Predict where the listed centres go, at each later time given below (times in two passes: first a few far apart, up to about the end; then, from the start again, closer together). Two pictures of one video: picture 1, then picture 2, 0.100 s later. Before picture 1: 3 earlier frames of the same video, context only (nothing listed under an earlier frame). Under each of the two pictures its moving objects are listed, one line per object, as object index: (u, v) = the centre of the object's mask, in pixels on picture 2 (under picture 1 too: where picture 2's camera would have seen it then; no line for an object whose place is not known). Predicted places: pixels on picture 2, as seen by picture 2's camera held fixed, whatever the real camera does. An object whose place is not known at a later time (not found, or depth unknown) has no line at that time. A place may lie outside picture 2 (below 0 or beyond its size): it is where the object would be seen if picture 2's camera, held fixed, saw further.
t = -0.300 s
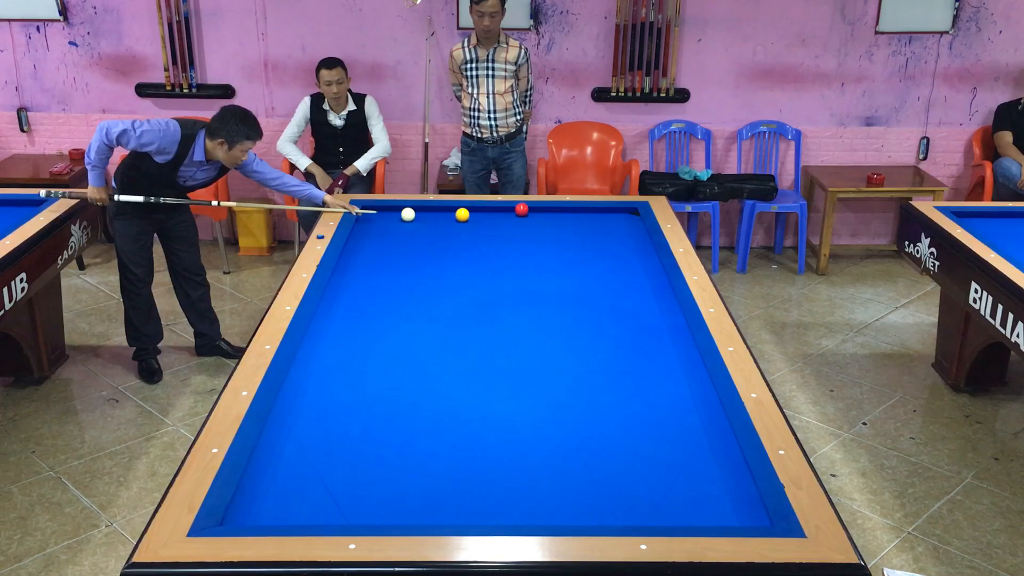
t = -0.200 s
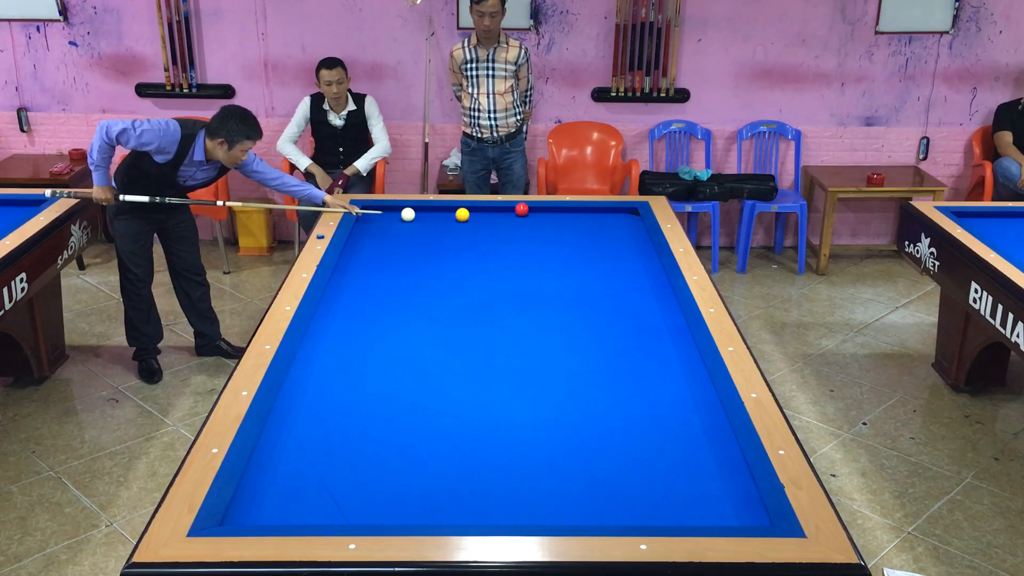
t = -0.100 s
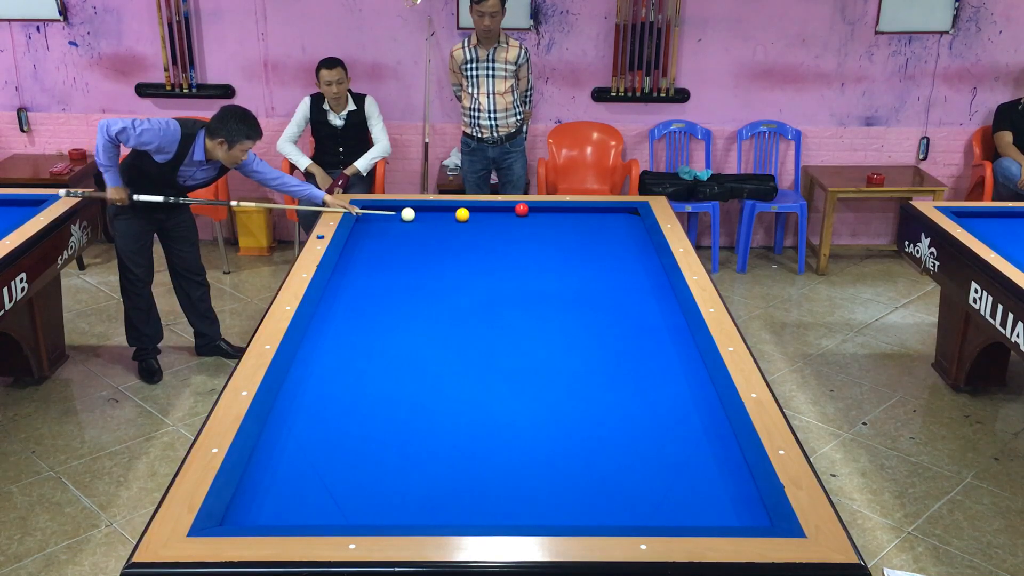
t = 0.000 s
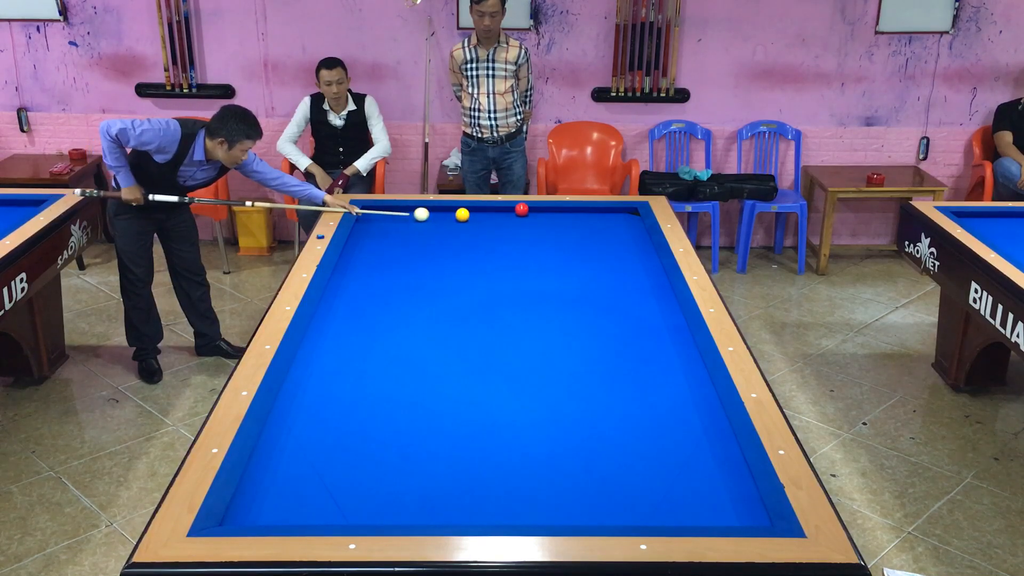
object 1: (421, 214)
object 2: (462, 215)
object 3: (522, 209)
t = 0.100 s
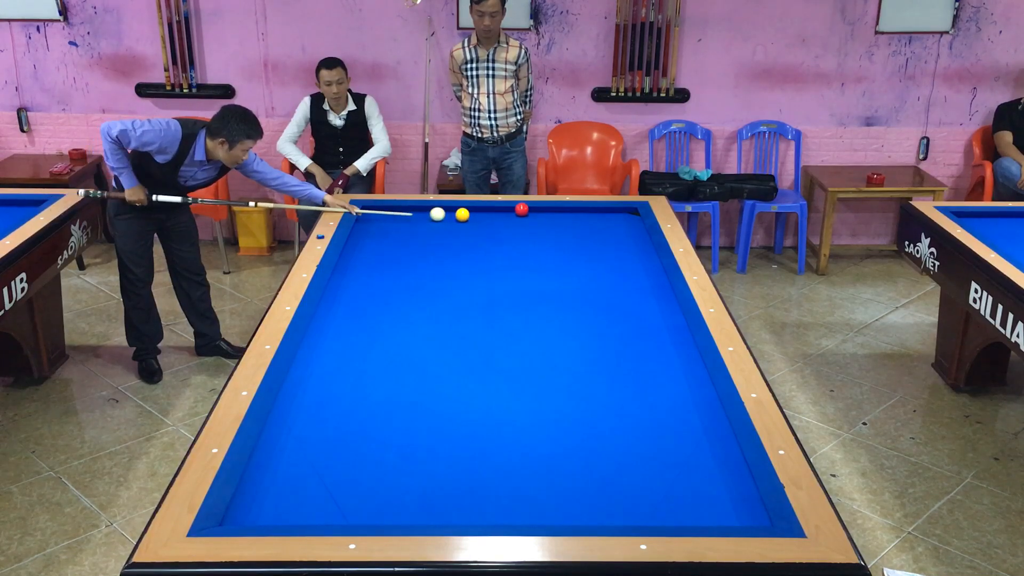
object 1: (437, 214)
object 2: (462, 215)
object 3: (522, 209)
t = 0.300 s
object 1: (452, 213)
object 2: (478, 215)
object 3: (522, 209)
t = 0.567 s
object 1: (463, 212)
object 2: (505, 216)
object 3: (522, 209)
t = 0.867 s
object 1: (475, 211)
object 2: (534, 217)
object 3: (522, 209)
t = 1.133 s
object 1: (485, 210)
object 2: (559, 218)
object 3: (522, 209)
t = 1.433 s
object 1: (494, 209)
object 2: (586, 218)
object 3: (522, 209)
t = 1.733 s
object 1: (504, 209)
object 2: (613, 219)
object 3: (522, 209)
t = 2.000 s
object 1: (509, 209)
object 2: (635, 220)
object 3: (524, 209)
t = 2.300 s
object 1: (510, 210)
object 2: (622, 220)
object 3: (529, 209)
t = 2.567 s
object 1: (511, 210)
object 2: (611, 221)
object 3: (533, 209)
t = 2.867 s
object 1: (511, 210)
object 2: (599, 221)
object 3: (537, 209)
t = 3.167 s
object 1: (511, 210)
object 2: (589, 221)
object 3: (539, 209)
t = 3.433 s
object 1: (511, 210)
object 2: (580, 221)
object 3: (541, 209)
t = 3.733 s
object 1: (511, 210)
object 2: (571, 221)
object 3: (541, 209)
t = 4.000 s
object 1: (511, 210)
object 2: (564, 221)
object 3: (541, 209)
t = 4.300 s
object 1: (511, 210)
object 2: (556, 222)
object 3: (541, 209)
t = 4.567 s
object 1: (511, 210)
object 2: (551, 222)
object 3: (541, 209)
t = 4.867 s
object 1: (511, 210)
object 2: (546, 222)
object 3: (541, 209)
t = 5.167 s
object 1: (511, 210)
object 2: (542, 222)
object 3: (541, 209)
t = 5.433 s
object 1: (511, 210)
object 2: (539, 222)
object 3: (541, 209)
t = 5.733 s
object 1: (511, 210)
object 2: (536, 222)
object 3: (541, 209)
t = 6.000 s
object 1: (511, 210)
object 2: (535, 222)
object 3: (541, 209)
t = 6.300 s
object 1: (511, 210)
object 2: (535, 222)
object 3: (541, 209)
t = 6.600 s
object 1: (511, 210)
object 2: (535, 222)
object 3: (541, 209)
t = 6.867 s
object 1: (511, 210)
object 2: (535, 221)
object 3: (541, 209)
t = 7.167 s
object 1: (511, 210)
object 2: (535, 221)
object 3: (541, 209)
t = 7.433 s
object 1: (511, 210)
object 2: (535, 222)
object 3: (541, 209)
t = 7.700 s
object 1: (511, 210)
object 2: (535, 221)
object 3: (541, 209)
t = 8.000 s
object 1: (511, 210)
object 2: (535, 222)
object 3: (541, 209)
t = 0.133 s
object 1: (443, 214)
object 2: (462, 215)
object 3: (522, 209)
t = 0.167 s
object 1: (448, 214)
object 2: (462, 215)
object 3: (522, 209)
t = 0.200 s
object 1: (449, 214)
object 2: (466, 215)
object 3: (522, 209)
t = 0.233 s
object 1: (450, 214)
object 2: (471, 215)
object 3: (522, 209)
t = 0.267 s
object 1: (451, 213)
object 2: (475, 215)
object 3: (522, 209)
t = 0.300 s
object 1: (452, 213)
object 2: (478, 215)
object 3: (522, 209)
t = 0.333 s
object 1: (454, 213)
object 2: (481, 215)
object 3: (522, 209)
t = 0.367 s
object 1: (455, 213)
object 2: (485, 215)
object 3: (522, 209)
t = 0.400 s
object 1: (457, 213)
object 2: (488, 215)
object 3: (522, 209)
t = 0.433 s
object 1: (458, 213)
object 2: (492, 215)
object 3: (522, 209)
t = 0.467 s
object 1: (459, 213)
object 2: (495, 216)
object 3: (522, 209)
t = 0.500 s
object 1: (461, 212)
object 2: (498, 216)
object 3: (522, 209)
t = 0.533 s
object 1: (462, 212)
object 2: (502, 216)
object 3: (522, 209)
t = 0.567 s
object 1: (463, 212)
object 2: (505, 216)
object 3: (522, 209)
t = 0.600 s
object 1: (465, 212)
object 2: (508, 216)
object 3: (522, 209)
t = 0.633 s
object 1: (466, 212)
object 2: (511, 216)
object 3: (522, 209)
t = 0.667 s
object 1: (468, 212)
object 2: (515, 216)
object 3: (523, 208)
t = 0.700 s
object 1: (469, 212)
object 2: (518, 216)
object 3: (523, 208)
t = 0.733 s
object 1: (470, 212)
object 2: (521, 216)
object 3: (522, 207)
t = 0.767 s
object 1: (471, 211)
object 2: (524, 217)
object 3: (521, 207)
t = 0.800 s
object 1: (473, 211)
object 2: (528, 217)
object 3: (521, 208)
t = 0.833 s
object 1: (474, 211)
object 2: (531, 217)
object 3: (521, 209)
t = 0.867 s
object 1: (475, 211)
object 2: (534, 217)
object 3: (522, 209)
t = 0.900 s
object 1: (476, 211)
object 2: (537, 217)
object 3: (522, 209)
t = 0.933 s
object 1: (478, 211)
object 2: (540, 217)
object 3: (522, 209)
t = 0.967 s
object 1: (479, 211)
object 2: (544, 217)
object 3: (522, 209)
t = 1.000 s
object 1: (480, 210)
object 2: (547, 217)
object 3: (522, 209)
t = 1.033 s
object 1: (481, 210)
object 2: (550, 217)
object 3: (522, 209)
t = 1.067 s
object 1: (482, 210)
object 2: (553, 217)
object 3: (522, 209)
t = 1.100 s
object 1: (483, 210)
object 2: (556, 217)
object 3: (522, 209)
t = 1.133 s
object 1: (485, 210)
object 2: (559, 218)
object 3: (522, 209)
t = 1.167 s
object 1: (486, 210)
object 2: (562, 218)
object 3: (522, 209)
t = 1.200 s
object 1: (487, 210)
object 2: (565, 218)
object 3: (522, 209)
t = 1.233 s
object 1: (488, 210)
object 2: (568, 218)
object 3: (522, 209)
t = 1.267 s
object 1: (489, 210)
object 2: (571, 218)
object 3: (522, 209)
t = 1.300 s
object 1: (490, 209)
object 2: (574, 218)
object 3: (522, 209)
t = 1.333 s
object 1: (491, 209)
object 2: (577, 218)
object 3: (522, 209)
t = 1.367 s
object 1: (492, 209)
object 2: (581, 218)
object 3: (522, 209)
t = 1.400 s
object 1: (493, 209)
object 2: (583, 218)
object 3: (522, 209)
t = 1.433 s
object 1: (494, 209)
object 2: (586, 218)
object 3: (522, 209)
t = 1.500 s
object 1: (496, 209)
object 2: (592, 219)
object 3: (522, 209)
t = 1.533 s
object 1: (497, 209)
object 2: (595, 219)
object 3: (522, 209)
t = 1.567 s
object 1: (498, 209)
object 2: (598, 219)
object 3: (522, 209)
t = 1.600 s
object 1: (499, 209)
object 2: (601, 219)
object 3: (522, 209)
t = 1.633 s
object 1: (500, 209)
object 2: (604, 219)
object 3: (522, 209)
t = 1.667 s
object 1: (502, 209)
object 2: (607, 219)
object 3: (522, 209)
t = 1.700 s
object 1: (503, 209)
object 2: (610, 219)
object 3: (522, 209)
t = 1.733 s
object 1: (504, 209)
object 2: (613, 219)
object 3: (522, 209)
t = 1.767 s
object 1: (505, 209)
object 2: (616, 219)
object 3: (522, 209)
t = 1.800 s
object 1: (506, 209)
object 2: (619, 219)
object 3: (522, 209)
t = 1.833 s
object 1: (506, 209)
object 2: (622, 219)
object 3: (522, 209)
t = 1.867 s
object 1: (508, 209)
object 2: (624, 220)
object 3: (522, 209)
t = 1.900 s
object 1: (508, 209)
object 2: (627, 220)
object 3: (522, 209)
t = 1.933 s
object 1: (508, 209)
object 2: (630, 220)
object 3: (523, 209)
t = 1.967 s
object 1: (508, 209)
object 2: (633, 220)
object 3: (523, 209)
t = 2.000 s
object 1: (509, 209)
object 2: (635, 220)
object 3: (524, 209)
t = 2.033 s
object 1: (509, 209)
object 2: (634, 220)
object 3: (524, 209)
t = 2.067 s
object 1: (509, 209)
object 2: (632, 220)
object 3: (525, 209)
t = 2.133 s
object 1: (509, 209)
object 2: (629, 220)
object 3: (527, 209)
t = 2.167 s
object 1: (510, 209)
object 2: (628, 220)
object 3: (527, 209)
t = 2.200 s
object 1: (510, 209)
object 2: (626, 220)
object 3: (528, 209)
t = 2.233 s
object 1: (510, 210)
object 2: (625, 220)
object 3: (528, 209)
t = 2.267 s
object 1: (510, 210)
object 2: (623, 220)
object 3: (529, 209)
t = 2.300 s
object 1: (510, 210)
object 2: (622, 220)
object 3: (529, 209)
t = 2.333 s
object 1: (510, 210)
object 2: (620, 220)
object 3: (530, 209)
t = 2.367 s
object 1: (510, 210)
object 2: (619, 220)
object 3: (530, 209)
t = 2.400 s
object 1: (511, 210)
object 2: (618, 220)
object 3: (531, 209)
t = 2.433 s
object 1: (511, 210)
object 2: (616, 220)
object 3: (531, 209)
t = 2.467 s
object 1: (511, 210)
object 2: (615, 220)
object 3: (532, 209)
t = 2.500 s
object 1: (511, 210)
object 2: (614, 220)
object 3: (532, 209)
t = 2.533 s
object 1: (511, 210)
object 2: (612, 221)
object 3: (533, 209)
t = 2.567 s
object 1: (511, 210)
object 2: (611, 221)
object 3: (533, 209)
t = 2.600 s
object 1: (511, 210)
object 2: (610, 221)
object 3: (534, 209)
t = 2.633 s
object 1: (511, 210)
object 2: (608, 221)
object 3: (534, 209)
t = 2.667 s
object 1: (511, 210)
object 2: (607, 221)
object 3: (534, 209)
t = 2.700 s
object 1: (511, 210)
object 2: (606, 221)
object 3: (535, 209)
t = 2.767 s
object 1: (511, 210)
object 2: (603, 221)
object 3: (536, 209)
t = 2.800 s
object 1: (511, 210)
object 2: (602, 221)
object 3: (536, 209)
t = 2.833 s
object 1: (511, 210)
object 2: (601, 221)
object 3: (536, 209)
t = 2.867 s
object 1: (511, 210)
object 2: (599, 221)
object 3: (537, 209)
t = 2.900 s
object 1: (511, 210)
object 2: (598, 221)
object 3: (537, 209)
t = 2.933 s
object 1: (511, 210)
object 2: (597, 221)
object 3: (537, 209)
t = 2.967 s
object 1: (511, 210)
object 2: (596, 221)
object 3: (538, 209)
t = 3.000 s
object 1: (511, 210)
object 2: (594, 221)
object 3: (538, 209)
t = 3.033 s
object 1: (511, 210)
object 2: (593, 221)
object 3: (538, 209)
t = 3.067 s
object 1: (511, 210)
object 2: (592, 221)
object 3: (539, 209)
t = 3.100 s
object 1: (511, 210)
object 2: (591, 221)
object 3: (539, 209)
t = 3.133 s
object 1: (511, 210)
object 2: (590, 221)
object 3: (539, 209)
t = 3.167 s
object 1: (511, 210)
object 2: (589, 221)
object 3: (539, 209)
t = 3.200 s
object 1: (511, 210)
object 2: (587, 221)
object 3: (540, 209)
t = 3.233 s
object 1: (511, 210)
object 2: (586, 221)
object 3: (540, 209)
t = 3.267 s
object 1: (511, 210)
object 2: (585, 221)
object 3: (540, 209)
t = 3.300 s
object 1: (511, 210)
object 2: (584, 221)
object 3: (540, 209)
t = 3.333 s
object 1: (511, 210)
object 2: (583, 221)
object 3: (540, 209)
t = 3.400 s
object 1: (511, 210)
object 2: (581, 221)
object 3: (540, 209)
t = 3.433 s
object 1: (511, 210)
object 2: (580, 221)
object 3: (541, 209)
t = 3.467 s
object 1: (511, 210)
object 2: (579, 221)
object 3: (541, 209)
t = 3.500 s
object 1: (511, 210)
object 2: (578, 221)
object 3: (541, 209)
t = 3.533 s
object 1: (511, 210)
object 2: (577, 221)
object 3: (541, 209)
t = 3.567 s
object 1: (511, 210)
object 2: (576, 221)
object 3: (541, 209)
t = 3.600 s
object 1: (511, 210)
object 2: (575, 221)
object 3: (541, 209)
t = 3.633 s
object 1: (511, 210)
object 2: (574, 221)
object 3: (541, 209)
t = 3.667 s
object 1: (511, 210)
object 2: (573, 221)
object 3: (541, 209)
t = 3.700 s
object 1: (511, 210)
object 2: (572, 221)
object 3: (541, 209)
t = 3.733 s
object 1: (511, 210)
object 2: (571, 221)
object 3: (541, 209)
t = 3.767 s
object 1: (511, 210)
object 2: (570, 221)
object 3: (541, 209)
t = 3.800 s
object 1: (511, 210)
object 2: (569, 222)
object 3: (541, 209)
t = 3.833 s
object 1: (511, 210)
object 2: (568, 222)
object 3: (541, 209)
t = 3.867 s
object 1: (511, 210)
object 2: (567, 221)
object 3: (541, 209)
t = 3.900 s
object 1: (511, 210)
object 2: (566, 221)
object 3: (541, 209)
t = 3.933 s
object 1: (511, 210)
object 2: (565, 221)
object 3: (541, 209)
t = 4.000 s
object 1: (511, 210)
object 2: (564, 221)
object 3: (541, 209)
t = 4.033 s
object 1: (511, 210)
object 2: (563, 222)
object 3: (541, 209)
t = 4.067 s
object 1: (511, 210)
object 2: (562, 222)
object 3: (541, 209)
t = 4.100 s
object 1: (511, 210)
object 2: (561, 222)
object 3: (541, 209)
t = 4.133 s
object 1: (511, 210)
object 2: (560, 222)
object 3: (541, 209)
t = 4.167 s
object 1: (511, 210)
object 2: (559, 221)
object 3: (541, 209)
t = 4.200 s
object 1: (511, 210)
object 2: (559, 222)
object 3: (541, 209)
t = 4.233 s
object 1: (511, 210)
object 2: (558, 222)
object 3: (541, 209)
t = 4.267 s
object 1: (511, 210)
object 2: (557, 222)
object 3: (541, 209)
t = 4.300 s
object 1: (511, 210)
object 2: (556, 222)
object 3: (541, 209)
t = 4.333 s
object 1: (511, 210)
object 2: (556, 221)
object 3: (541, 209)
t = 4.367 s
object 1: (511, 210)
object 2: (555, 221)
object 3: (541, 209)
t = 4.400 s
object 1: (511, 210)
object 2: (554, 222)
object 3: (541, 209)
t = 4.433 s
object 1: (511, 210)
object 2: (554, 222)
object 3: (541, 209)
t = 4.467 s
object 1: (511, 210)
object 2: (553, 222)
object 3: (541, 209)
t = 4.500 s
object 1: (511, 210)
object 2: (552, 222)
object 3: (541, 209)
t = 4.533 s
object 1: (511, 210)
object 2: (551, 222)
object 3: (541, 209)
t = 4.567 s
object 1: (511, 210)
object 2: (551, 222)
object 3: (541, 209)
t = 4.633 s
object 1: (511, 210)
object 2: (550, 222)
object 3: (541, 209)
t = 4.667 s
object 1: (511, 210)
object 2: (549, 222)
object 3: (541, 209)
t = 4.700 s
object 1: (511, 210)
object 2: (548, 222)
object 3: (541, 209)
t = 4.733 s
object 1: (511, 210)
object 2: (548, 222)
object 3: (541, 209)
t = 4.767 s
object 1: (511, 210)
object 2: (547, 222)
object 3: (541, 209)
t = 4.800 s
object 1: (511, 210)
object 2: (547, 222)
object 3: (541, 209)
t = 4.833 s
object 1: (511, 210)
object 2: (546, 222)
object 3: (541, 209)
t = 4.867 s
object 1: (511, 210)
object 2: (546, 222)
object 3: (541, 209)
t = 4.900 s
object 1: (511, 210)
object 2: (545, 222)
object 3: (541, 208)
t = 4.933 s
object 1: (511, 210)
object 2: (545, 222)
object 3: (541, 209)
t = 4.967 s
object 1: (511, 210)
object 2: (544, 222)
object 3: (541, 208)
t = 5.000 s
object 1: (511, 210)
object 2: (544, 222)
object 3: (541, 209)
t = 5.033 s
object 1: (511, 210)
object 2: (543, 222)
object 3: (541, 208)
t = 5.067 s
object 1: (511, 210)
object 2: (543, 222)
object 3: (541, 208)
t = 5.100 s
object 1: (511, 210)
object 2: (542, 222)
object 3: (541, 209)
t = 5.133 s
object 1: (511, 210)
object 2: (542, 222)
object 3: (541, 208)
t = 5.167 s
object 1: (511, 210)
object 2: (542, 222)
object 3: (541, 209)
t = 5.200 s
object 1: (511, 210)
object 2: (541, 222)
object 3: (541, 209)
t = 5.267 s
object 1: (511, 210)
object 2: (541, 222)
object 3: (541, 208)
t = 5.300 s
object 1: (511, 210)
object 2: (540, 222)
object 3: (541, 209)
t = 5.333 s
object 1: (511, 210)
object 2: (540, 222)
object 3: (541, 209)
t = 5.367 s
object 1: (511, 210)
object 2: (539, 222)
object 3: (541, 209)
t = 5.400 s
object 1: (511, 210)
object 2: (539, 222)
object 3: (541, 209)
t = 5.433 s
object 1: (511, 210)
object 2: (539, 222)
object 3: (541, 209)
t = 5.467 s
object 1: (511, 210)
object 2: (538, 222)
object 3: (541, 209)
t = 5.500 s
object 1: (511, 210)
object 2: (538, 222)
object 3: (541, 209)
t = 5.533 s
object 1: (511, 210)
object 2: (538, 222)
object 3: (541, 209)
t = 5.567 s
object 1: (511, 210)
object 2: (537, 222)
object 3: (541, 209)
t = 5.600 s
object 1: (511, 210)
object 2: (537, 222)
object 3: (541, 209)
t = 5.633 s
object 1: (511, 210)
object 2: (537, 222)
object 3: (541, 209)
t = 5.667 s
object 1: (511, 210)
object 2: (537, 222)
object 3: (541, 209)
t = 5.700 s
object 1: (511, 210)
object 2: (537, 222)
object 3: (541, 209)
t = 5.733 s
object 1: (511, 210)
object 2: (536, 222)
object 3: (541, 209)
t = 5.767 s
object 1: (511, 210)
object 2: (536, 222)
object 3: (541, 209)
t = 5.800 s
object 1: (511, 210)
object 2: (536, 222)
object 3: (541, 209)
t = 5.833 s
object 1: (511, 210)
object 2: (536, 222)
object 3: (541, 209)
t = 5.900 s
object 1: (511, 210)
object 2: (536, 222)
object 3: (541, 209)
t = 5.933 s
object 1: (511, 210)
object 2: (535, 222)
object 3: (541, 209)
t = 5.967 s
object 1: (511, 210)
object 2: (535, 222)
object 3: (541, 209)
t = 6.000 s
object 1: (511, 210)
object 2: (535, 222)
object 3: (541, 209)
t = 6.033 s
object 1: (511, 210)
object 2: (535, 222)
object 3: (541, 209)
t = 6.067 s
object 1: (511, 210)
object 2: (535, 222)
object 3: (541, 209)
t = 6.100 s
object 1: (511, 210)
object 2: (535, 222)
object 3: (541, 209)
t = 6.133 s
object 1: (511, 210)
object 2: (535, 222)
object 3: (541, 209)
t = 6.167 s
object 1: (511, 210)
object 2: (535, 222)
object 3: (541, 209)
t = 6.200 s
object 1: (511, 210)
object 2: (535, 222)
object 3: (541, 209)
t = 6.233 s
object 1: (511, 210)
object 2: (535, 221)
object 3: (541, 209)
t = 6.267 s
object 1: (511, 210)
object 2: (535, 222)
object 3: (541, 209)
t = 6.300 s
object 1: (511, 210)
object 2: (535, 222)
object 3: (541, 209)
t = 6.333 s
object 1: (511, 210)
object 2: (535, 222)
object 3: (541, 209)
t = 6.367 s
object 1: (511, 210)
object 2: (535, 221)
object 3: (541, 209)
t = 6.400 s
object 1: (511, 210)
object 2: (535, 221)
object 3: (541, 209)
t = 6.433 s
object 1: (511, 210)
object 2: (535, 222)
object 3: (541, 209)
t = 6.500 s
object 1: (511, 210)
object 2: (535, 222)
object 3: (541, 209)
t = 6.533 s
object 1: (511, 210)
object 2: (535, 222)
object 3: (541, 209)
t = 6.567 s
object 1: (511, 210)
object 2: (535, 222)
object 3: (541, 209)
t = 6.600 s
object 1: (511, 210)
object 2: (535, 222)
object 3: (541, 209)
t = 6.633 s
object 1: (511, 210)
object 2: (535, 221)
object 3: (541, 209)
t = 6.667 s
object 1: (511, 210)
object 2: (535, 221)
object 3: (541, 209)
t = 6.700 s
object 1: (511, 210)
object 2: (535, 221)
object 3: (541, 209)
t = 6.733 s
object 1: (511, 210)
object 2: (535, 221)
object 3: (541, 209)
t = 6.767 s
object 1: (511, 210)
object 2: (535, 221)
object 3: (541, 209)
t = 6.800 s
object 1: (511, 210)
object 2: (535, 221)
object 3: (541, 209)
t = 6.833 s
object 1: (511, 210)
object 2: (535, 221)
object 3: (541, 209)
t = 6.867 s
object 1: (511, 210)
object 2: (535, 221)
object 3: (541, 209)
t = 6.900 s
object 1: (511, 210)
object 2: (535, 221)
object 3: (541, 209)
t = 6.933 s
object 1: (511, 210)
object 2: (535, 222)
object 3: (541, 209)
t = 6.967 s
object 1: (511, 210)
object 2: (535, 221)
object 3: (541, 209)
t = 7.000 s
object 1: (511, 210)
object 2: (535, 221)
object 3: (541, 209)
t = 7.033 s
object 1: (511, 210)
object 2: (535, 221)
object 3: (541, 209)
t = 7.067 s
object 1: (511, 210)
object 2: (535, 221)
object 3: (541, 209)
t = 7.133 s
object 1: (511, 210)
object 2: (535, 221)
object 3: (541, 209)
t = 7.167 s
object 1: (511, 210)
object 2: (535, 221)
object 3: (541, 209)
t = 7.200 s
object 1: (511, 210)
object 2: (535, 221)
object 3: (541, 209)
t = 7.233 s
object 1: (511, 210)
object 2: (535, 221)
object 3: (541, 209)
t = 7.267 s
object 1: (511, 210)
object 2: (535, 221)
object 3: (541, 209)
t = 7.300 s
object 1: (511, 210)
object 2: (535, 221)
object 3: (541, 209)
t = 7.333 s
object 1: (511, 210)
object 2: (535, 221)
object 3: (541, 209)
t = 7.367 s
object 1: (511, 210)
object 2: (535, 221)
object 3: (541, 209)
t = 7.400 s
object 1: (511, 210)
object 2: (535, 222)
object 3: (541, 209)
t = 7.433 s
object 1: (511, 210)
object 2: (535, 222)
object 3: (541, 209)
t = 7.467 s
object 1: (511, 210)
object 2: (535, 221)
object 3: (541, 209)
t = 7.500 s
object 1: (511, 210)
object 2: (535, 221)
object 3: (541, 209)
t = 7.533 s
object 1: (511, 210)
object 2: (535, 222)
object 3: (541, 209)
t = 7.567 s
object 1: (511, 210)
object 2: (535, 222)
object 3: (541, 209)
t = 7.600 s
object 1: (511, 210)
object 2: (535, 222)
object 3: (541, 209)
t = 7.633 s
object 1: (511, 210)
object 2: (535, 221)
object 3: (541, 209)
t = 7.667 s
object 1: (511, 210)
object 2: (535, 221)
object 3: (541, 209)
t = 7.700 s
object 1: (511, 210)
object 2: (535, 221)
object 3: (541, 209)
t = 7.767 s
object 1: (511, 210)
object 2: (535, 221)
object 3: (541, 209)
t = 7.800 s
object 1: (511, 210)
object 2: (535, 221)
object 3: (541, 209)
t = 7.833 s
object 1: (511, 210)
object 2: (535, 221)
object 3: (541, 209)
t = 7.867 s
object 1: (511, 210)
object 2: (535, 221)
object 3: (541, 209)
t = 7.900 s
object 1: (511, 210)
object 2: (535, 221)
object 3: (541, 209)
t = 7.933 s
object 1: (511, 210)
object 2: (535, 221)
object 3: (541, 209)
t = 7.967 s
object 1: (511, 210)
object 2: (535, 221)
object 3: (541, 209)
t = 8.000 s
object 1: (511, 210)
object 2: (535, 222)
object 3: (541, 209)
